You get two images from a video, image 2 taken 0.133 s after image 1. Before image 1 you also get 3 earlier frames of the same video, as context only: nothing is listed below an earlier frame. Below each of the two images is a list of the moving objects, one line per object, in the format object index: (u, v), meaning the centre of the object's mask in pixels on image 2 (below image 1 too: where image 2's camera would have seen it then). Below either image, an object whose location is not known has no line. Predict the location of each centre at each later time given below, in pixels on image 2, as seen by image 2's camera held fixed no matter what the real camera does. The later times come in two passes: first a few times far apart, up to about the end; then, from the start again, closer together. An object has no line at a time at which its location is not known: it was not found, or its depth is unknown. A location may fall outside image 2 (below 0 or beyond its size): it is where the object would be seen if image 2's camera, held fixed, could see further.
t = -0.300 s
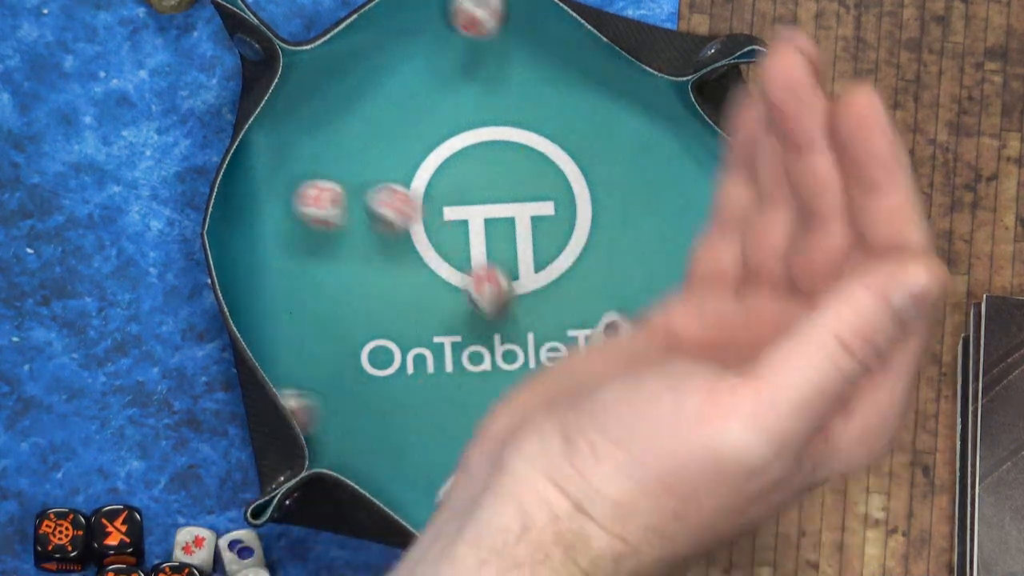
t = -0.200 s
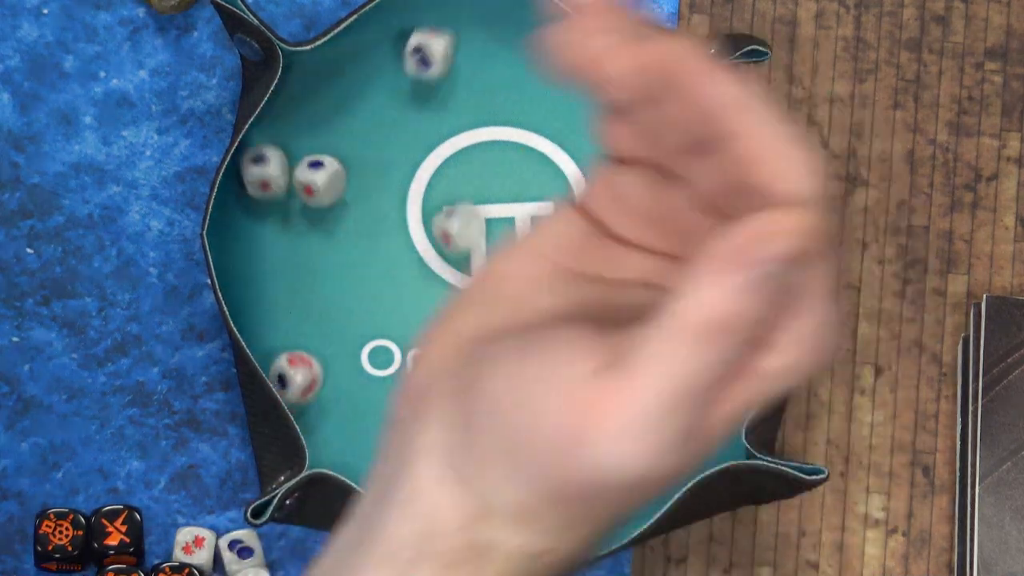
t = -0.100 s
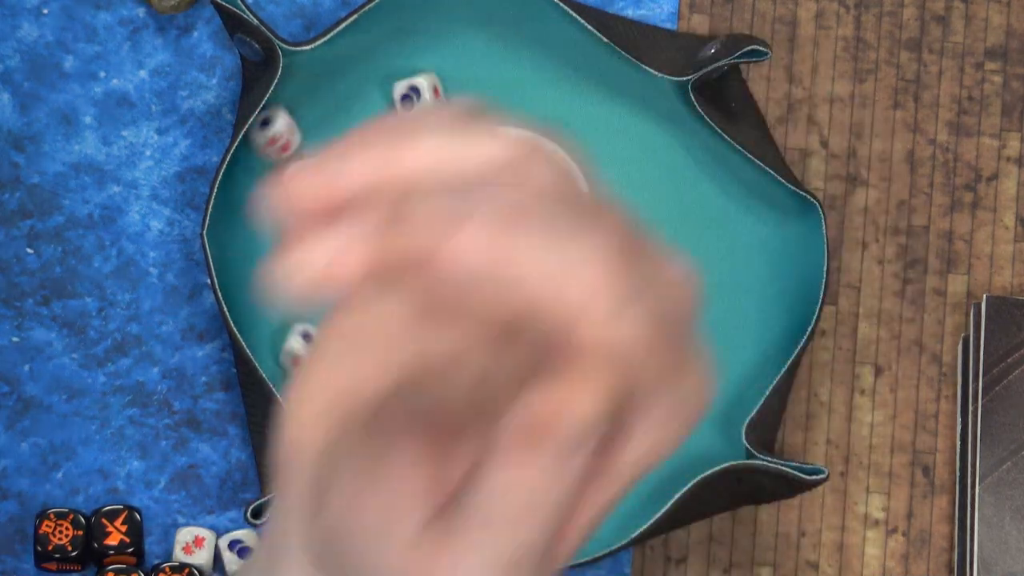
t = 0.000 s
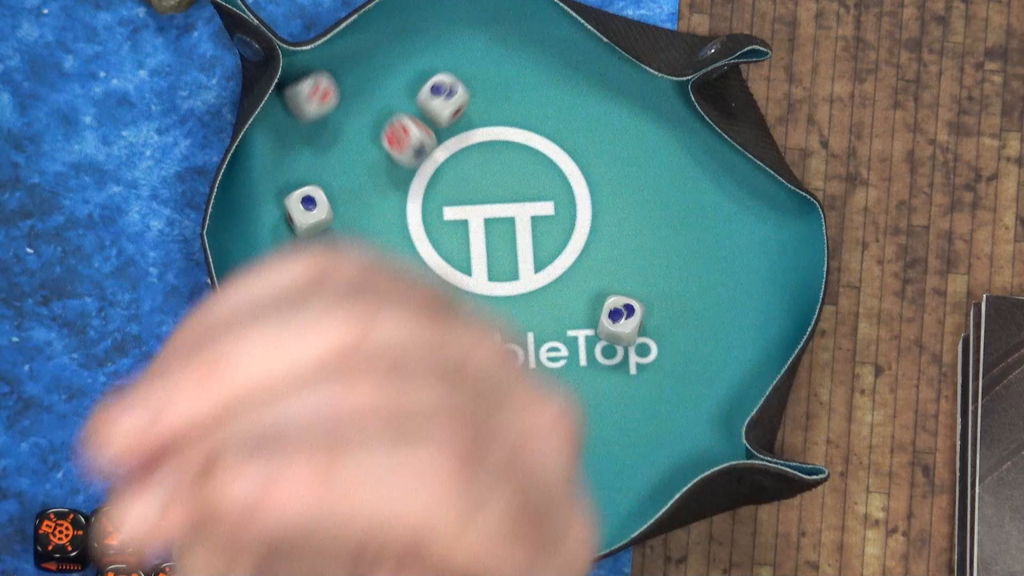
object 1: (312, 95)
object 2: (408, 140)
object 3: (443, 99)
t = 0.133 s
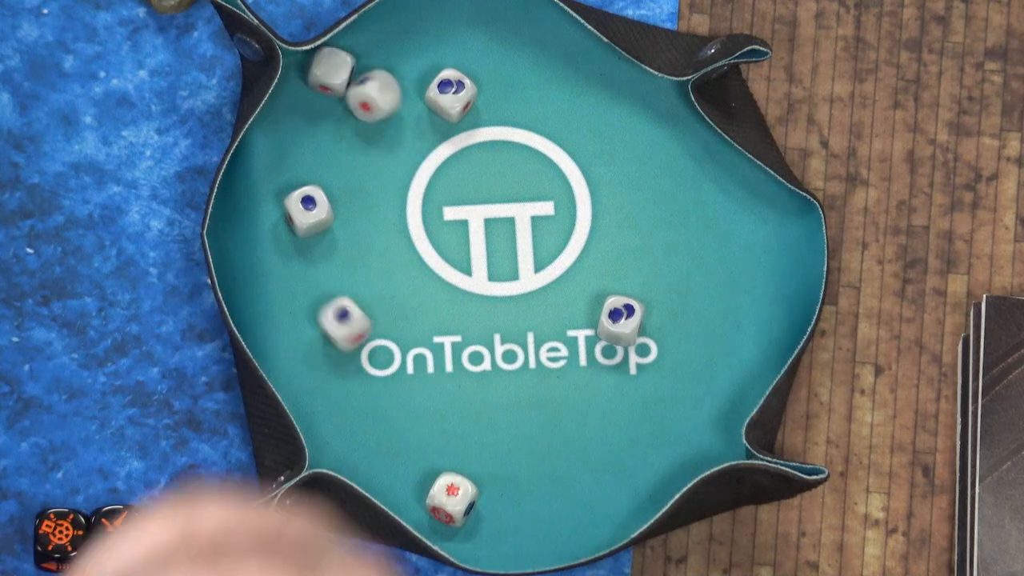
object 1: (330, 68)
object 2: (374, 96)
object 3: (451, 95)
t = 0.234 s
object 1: (325, 67)
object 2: (357, 107)
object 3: (451, 95)
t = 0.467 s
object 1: (325, 67)
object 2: (356, 107)
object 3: (451, 94)
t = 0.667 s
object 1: (325, 67)
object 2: (356, 107)
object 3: (451, 94)
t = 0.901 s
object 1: (325, 67)
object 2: (356, 108)
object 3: (451, 94)
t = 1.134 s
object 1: (325, 67)
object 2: (356, 108)
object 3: (451, 95)
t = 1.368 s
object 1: (325, 67)
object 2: (356, 108)
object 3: (451, 95)
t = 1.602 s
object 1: (325, 67)
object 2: (356, 107)
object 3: (451, 95)
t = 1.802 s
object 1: (325, 67)
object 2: (356, 107)
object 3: (451, 95)
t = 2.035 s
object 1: (325, 67)
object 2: (356, 107)
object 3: (451, 94)
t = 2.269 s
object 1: (325, 67)
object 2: (356, 107)
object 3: (451, 94)
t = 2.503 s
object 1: (325, 67)
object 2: (356, 107)
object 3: (451, 94)
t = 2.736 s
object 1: (325, 67)
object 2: (356, 107)
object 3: (451, 94)
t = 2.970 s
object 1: (325, 67)
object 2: (356, 107)
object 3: (451, 94)
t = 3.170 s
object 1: (325, 67)
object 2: (356, 107)
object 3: (451, 94)
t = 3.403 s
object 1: (325, 67)
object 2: (356, 107)
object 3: (451, 94)
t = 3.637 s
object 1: (325, 67)
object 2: (356, 107)
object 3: (451, 94)
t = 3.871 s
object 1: (325, 67)
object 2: (356, 107)
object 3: (451, 95)
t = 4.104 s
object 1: (325, 67)
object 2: (356, 107)
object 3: (451, 94)
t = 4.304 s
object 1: (325, 68)
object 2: (356, 107)
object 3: (451, 95)
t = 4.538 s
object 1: (325, 68)
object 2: (356, 107)
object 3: (451, 95)
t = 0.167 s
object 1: (326, 67)
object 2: (363, 96)
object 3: (451, 95)
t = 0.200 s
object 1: (325, 67)
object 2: (358, 98)
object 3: (451, 95)
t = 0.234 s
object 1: (325, 67)
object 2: (357, 107)
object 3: (451, 95)
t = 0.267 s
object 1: (325, 67)
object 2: (356, 107)
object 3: (451, 95)
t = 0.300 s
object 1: (325, 67)
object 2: (356, 107)
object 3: (451, 95)
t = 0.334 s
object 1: (325, 67)
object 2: (356, 107)
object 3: (451, 95)
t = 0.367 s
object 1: (325, 67)
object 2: (356, 107)
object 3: (451, 95)
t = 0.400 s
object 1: (325, 67)
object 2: (356, 107)
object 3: (451, 95)
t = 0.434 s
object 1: (325, 67)
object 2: (356, 108)
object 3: (451, 95)
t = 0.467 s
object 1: (325, 67)
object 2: (356, 107)
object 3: (451, 94)
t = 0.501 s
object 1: (325, 67)
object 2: (356, 107)
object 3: (451, 94)
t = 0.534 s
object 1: (325, 67)
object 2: (356, 107)
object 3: (451, 95)
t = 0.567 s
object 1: (325, 67)
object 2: (356, 107)
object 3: (451, 94)
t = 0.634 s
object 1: (325, 67)
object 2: (356, 107)
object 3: (451, 94)
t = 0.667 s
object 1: (325, 67)
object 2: (356, 107)
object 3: (451, 94)
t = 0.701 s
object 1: (325, 67)
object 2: (356, 107)
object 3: (451, 94)
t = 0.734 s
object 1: (325, 67)
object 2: (356, 107)
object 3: (451, 94)
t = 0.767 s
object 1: (325, 67)
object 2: (356, 107)
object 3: (451, 94)
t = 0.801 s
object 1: (325, 67)
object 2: (356, 108)
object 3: (451, 94)
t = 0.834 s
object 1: (325, 67)
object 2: (356, 108)
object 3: (451, 94)
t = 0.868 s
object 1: (325, 67)
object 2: (356, 108)
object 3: (451, 94)
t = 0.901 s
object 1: (325, 67)
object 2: (356, 108)
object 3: (451, 94)
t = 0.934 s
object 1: (325, 67)
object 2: (356, 108)
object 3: (451, 94)
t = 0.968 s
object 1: (325, 67)
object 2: (356, 108)
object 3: (451, 95)
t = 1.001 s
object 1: (325, 67)
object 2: (356, 108)
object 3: (451, 95)
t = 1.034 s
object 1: (325, 67)
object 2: (356, 107)
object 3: (451, 95)
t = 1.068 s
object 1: (325, 67)
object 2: (356, 108)
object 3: (451, 95)
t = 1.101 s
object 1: (325, 67)
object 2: (356, 108)
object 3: (451, 95)
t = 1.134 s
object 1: (325, 67)
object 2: (356, 108)
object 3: (451, 95)
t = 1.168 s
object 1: (325, 67)
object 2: (356, 108)
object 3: (451, 95)
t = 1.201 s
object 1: (325, 67)
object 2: (356, 108)
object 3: (451, 95)
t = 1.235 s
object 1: (325, 67)
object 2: (356, 108)
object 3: (451, 95)
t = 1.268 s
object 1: (325, 67)
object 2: (356, 107)
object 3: (451, 95)
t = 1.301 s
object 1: (325, 67)
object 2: (356, 107)
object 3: (451, 95)
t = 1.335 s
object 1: (325, 67)
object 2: (356, 108)
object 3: (451, 95)
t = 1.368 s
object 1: (325, 67)
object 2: (356, 108)
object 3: (451, 95)
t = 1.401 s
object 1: (325, 67)
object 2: (356, 108)
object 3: (451, 95)
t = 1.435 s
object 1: (325, 67)
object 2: (356, 107)
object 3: (451, 95)
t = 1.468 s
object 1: (325, 67)
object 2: (356, 107)
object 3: (451, 95)
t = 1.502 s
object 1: (325, 67)
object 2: (356, 107)
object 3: (451, 95)
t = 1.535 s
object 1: (325, 67)
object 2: (356, 107)
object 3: (451, 95)
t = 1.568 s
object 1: (325, 67)
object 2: (356, 107)
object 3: (451, 95)
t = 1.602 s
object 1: (325, 67)
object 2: (356, 107)
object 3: (451, 95)
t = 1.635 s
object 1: (325, 67)
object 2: (356, 107)
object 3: (451, 95)
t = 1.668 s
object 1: (325, 67)
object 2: (356, 107)
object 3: (451, 95)
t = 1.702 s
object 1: (325, 67)
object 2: (356, 107)
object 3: (451, 94)
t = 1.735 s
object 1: (325, 67)
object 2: (356, 107)
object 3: (451, 94)
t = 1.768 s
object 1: (325, 67)
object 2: (356, 107)
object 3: (451, 95)
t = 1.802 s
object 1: (325, 67)
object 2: (356, 107)
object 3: (451, 95)
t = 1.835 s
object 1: (325, 67)
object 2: (356, 107)
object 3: (451, 95)
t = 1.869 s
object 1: (325, 67)
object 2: (356, 107)
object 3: (451, 95)
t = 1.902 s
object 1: (325, 67)
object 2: (356, 107)
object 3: (451, 95)
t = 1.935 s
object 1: (325, 67)
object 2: (356, 107)
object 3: (451, 95)
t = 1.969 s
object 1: (325, 67)
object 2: (356, 107)
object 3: (451, 94)
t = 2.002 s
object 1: (325, 67)
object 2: (356, 107)
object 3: (451, 94)
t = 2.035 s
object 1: (325, 67)
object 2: (356, 107)
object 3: (451, 94)
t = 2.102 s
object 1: (325, 67)
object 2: (356, 107)
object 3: (451, 94)
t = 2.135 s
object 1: (325, 67)
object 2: (356, 107)
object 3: (451, 95)
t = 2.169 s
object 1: (325, 67)
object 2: (356, 107)
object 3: (451, 95)
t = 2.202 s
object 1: (325, 67)
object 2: (356, 107)
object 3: (451, 94)
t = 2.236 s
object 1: (325, 67)
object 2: (356, 107)
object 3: (451, 94)
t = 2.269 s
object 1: (325, 67)
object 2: (356, 107)
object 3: (451, 94)
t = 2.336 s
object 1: (325, 67)
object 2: (356, 107)
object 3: (451, 94)
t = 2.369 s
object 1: (325, 67)
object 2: (356, 107)
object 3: (451, 94)
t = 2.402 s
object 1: (325, 67)
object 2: (356, 107)
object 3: (451, 94)
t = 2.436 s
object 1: (325, 67)
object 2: (356, 107)
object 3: (451, 94)
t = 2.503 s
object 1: (325, 67)
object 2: (356, 107)
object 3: (451, 94)
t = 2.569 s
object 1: (325, 67)
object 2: (356, 107)
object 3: (451, 94)
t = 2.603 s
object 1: (325, 67)
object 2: (356, 107)
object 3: (451, 94)
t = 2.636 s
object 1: (325, 67)
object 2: (356, 107)
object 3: (451, 94)
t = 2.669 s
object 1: (325, 67)
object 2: (356, 107)
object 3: (451, 94)
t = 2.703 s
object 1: (325, 67)
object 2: (356, 107)
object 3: (451, 95)
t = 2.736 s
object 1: (325, 67)
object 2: (356, 107)
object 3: (451, 94)
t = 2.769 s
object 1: (325, 67)
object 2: (356, 107)
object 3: (451, 94)
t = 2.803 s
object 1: (325, 67)
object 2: (356, 107)
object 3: (451, 94)
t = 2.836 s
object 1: (325, 67)
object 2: (356, 107)
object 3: (451, 94)
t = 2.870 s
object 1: (325, 67)
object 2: (356, 107)
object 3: (451, 94)
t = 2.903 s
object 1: (325, 67)
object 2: (356, 107)
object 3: (451, 94)
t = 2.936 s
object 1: (325, 67)
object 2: (356, 107)
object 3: (451, 94)
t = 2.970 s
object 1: (325, 67)
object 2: (356, 107)
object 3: (451, 94)
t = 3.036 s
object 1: (325, 67)
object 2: (356, 107)
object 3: (451, 94)
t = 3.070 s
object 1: (325, 67)
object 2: (356, 107)
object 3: (451, 94)
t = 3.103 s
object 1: (325, 67)
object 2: (356, 107)
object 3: (451, 95)
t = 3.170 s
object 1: (325, 67)
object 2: (356, 107)
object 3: (451, 94)
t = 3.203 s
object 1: (325, 67)
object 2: (356, 107)
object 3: (451, 94)
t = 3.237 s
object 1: (325, 67)
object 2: (356, 107)
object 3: (451, 94)
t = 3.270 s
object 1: (325, 67)
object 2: (356, 107)
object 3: (451, 94)
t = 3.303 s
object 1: (325, 67)
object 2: (356, 107)
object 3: (451, 94)
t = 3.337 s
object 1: (325, 67)
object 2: (356, 107)
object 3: (451, 94)
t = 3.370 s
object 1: (325, 67)
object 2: (356, 107)
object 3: (451, 94)
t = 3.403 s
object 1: (325, 67)
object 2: (356, 107)
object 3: (451, 94)
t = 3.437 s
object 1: (325, 67)
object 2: (356, 107)
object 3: (451, 94)
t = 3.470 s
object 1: (325, 67)
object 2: (356, 108)
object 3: (451, 95)
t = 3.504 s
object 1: (325, 67)
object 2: (356, 107)
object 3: (451, 94)
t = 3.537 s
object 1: (325, 67)
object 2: (356, 107)
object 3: (451, 94)
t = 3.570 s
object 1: (325, 67)
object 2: (356, 107)
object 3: (451, 94)
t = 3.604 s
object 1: (325, 67)
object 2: (356, 107)
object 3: (451, 94)
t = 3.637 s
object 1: (325, 67)
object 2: (356, 107)
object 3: (451, 94)
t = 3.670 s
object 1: (325, 67)
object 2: (356, 107)
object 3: (451, 94)
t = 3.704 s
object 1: (325, 67)
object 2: (356, 107)
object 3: (451, 95)
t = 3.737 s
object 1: (325, 67)
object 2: (356, 107)
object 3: (451, 94)
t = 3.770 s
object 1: (325, 67)
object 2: (356, 107)
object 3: (451, 95)
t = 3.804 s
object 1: (325, 67)
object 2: (356, 107)
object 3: (451, 94)
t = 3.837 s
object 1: (325, 67)
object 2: (356, 107)
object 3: (451, 94)
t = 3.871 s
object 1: (325, 67)
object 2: (356, 107)
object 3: (451, 95)
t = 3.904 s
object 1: (325, 67)
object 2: (356, 107)
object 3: (451, 95)
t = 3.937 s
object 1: (325, 67)
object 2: (356, 107)
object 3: (451, 94)
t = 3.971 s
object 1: (325, 67)
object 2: (356, 107)
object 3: (451, 95)
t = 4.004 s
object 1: (325, 67)
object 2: (356, 107)
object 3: (451, 94)
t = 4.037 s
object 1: (325, 67)
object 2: (356, 107)
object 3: (451, 95)
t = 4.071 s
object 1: (325, 67)
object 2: (356, 107)
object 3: (451, 94)
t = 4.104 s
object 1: (325, 67)
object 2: (356, 107)
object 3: (451, 94)
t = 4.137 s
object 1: (325, 67)
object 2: (356, 107)
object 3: (451, 94)
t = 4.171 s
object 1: (325, 68)
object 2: (356, 107)
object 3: (451, 95)
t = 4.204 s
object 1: (325, 68)
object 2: (356, 107)
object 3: (451, 95)
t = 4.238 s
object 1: (325, 68)
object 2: (356, 107)
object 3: (451, 95)
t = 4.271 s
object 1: (325, 68)
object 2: (356, 107)
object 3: (451, 95)
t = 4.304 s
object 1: (325, 68)
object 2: (356, 107)
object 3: (451, 95)
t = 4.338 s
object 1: (325, 68)
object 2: (356, 107)
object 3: (451, 95)
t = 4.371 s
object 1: (325, 68)
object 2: (356, 107)
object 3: (451, 95)
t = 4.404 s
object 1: (325, 67)
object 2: (356, 107)
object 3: (451, 94)
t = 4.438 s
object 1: (325, 68)
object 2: (356, 107)
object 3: (451, 95)
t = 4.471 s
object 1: (325, 68)
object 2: (356, 107)
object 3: (451, 95)
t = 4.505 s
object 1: (325, 68)
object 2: (356, 107)
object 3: (451, 95)
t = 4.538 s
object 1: (325, 68)
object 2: (356, 107)
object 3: (451, 95)
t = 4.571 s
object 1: (325, 67)
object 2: (356, 107)
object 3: (451, 94)
